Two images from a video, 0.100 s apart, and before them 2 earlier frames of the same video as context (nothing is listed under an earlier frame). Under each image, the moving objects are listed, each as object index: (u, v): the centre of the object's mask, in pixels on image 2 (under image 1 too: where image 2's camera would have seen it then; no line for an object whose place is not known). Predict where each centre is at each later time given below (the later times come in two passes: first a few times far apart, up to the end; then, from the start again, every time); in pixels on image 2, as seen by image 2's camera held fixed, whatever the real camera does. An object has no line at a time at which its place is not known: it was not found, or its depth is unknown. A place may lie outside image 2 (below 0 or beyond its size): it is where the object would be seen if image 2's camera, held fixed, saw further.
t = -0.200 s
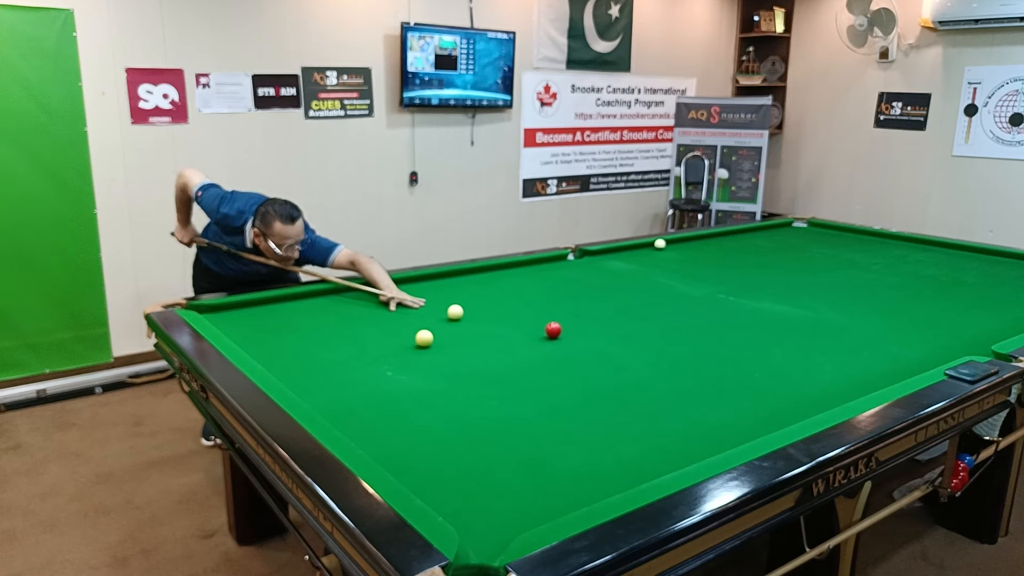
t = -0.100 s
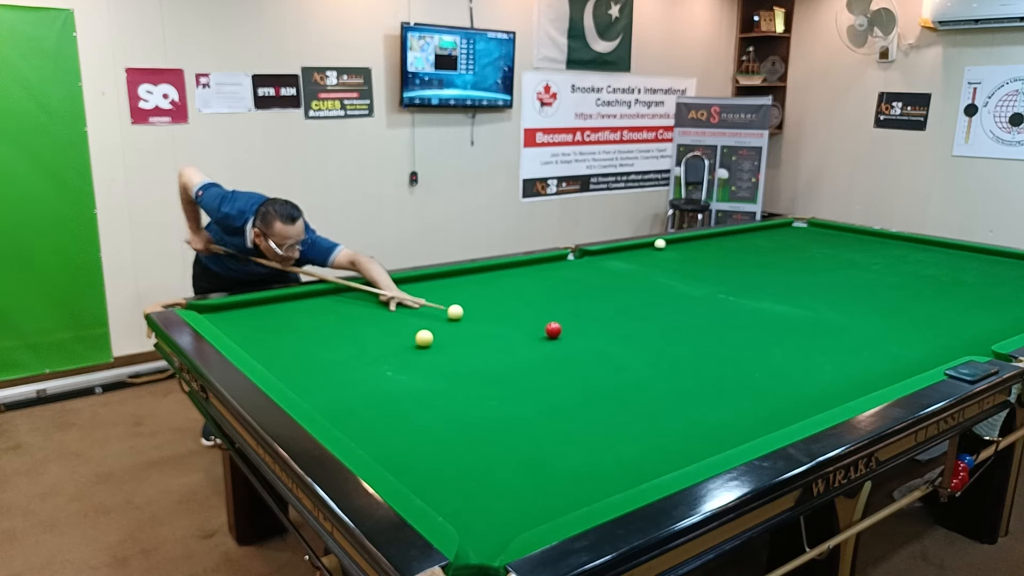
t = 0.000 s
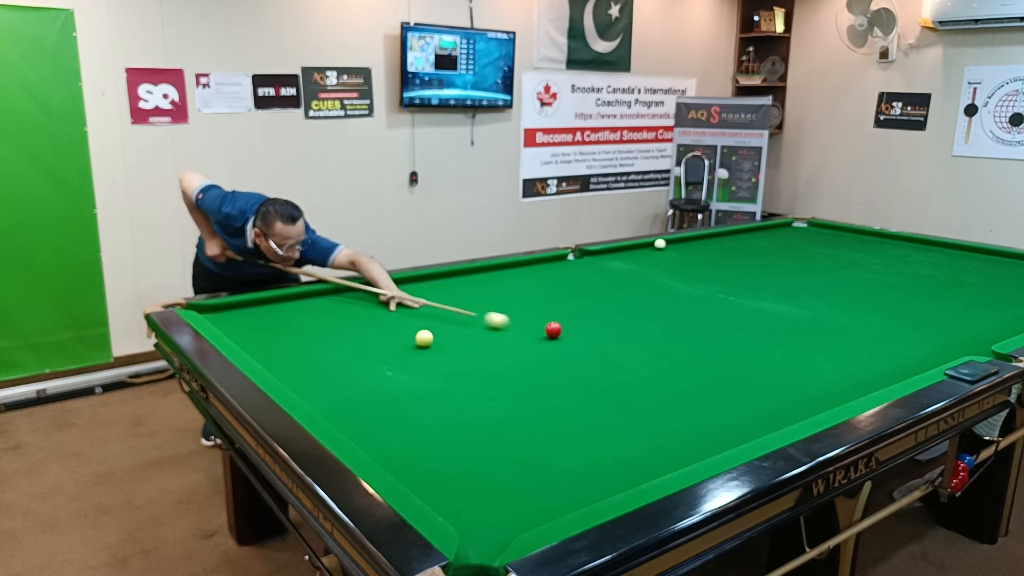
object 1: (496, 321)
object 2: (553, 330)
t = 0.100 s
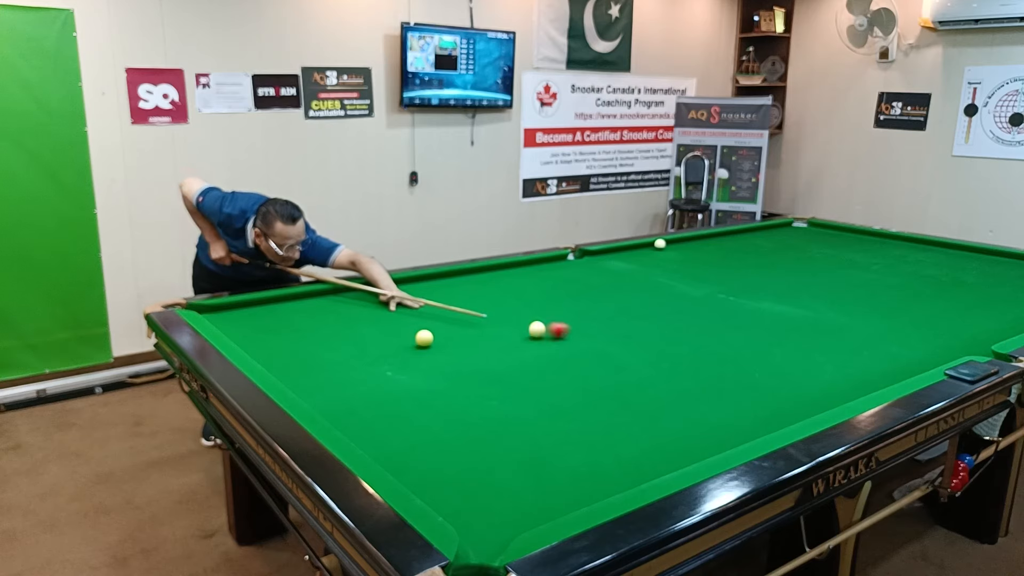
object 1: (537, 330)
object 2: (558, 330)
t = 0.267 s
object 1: (545, 343)
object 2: (623, 335)
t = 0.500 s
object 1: (573, 363)
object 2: (698, 339)
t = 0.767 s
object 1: (610, 389)
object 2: (783, 343)
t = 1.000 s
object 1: (648, 416)
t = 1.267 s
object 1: (696, 450)
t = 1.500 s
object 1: (666, 445)
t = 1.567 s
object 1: (654, 442)
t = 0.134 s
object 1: (537, 333)
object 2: (572, 331)
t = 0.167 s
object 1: (538, 335)
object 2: (585, 332)
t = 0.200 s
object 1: (539, 337)
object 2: (599, 333)
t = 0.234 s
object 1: (541, 340)
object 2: (612, 334)
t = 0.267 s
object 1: (545, 343)
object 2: (623, 335)
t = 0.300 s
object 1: (549, 345)
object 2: (634, 335)
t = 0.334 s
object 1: (553, 348)
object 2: (645, 336)
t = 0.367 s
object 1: (556, 351)
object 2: (655, 336)
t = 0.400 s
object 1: (561, 354)
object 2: (666, 337)
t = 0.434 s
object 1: (565, 357)
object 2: (677, 337)
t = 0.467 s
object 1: (569, 360)
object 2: (687, 338)
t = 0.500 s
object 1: (573, 363)
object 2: (698, 339)
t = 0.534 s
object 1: (577, 366)
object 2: (708, 339)
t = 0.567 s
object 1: (582, 369)
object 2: (719, 340)
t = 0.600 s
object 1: (586, 372)
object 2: (730, 341)
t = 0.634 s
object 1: (591, 376)
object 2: (740, 341)
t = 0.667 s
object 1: (595, 379)
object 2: (751, 342)
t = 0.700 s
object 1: (600, 383)
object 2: (761, 342)
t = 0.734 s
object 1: (605, 386)
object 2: (772, 343)
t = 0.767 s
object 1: (610, 389)
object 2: (783, 343)
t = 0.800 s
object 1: (615, 393)
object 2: (793, 344)
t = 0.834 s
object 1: (620, 397)
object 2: (804, 344)
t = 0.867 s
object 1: (625, 400)
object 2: (814, 345)
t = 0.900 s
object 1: (631, 404)
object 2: (825, 345)
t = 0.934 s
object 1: (636, 408)
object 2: (836, 346)
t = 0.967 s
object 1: (642, 412)
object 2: (846, 347)
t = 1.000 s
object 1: (648, 416)
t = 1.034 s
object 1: (653, 420)
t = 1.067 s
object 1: (659, 424)
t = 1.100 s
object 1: (665, 428)
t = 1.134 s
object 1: (671, 433)
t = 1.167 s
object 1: (677, 437)
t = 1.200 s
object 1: (684, 441)
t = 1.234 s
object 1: (690, 446)
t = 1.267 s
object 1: (696, 450)
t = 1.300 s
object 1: (702, 452)
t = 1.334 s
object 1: (700, 452)
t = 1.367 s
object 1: (693, 452)
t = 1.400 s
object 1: (686, 451)
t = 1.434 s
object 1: (679, 449)
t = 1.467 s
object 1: (673, 447)
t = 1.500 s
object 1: (666, 445)
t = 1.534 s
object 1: (660, 444)
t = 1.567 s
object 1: (654, 442)
